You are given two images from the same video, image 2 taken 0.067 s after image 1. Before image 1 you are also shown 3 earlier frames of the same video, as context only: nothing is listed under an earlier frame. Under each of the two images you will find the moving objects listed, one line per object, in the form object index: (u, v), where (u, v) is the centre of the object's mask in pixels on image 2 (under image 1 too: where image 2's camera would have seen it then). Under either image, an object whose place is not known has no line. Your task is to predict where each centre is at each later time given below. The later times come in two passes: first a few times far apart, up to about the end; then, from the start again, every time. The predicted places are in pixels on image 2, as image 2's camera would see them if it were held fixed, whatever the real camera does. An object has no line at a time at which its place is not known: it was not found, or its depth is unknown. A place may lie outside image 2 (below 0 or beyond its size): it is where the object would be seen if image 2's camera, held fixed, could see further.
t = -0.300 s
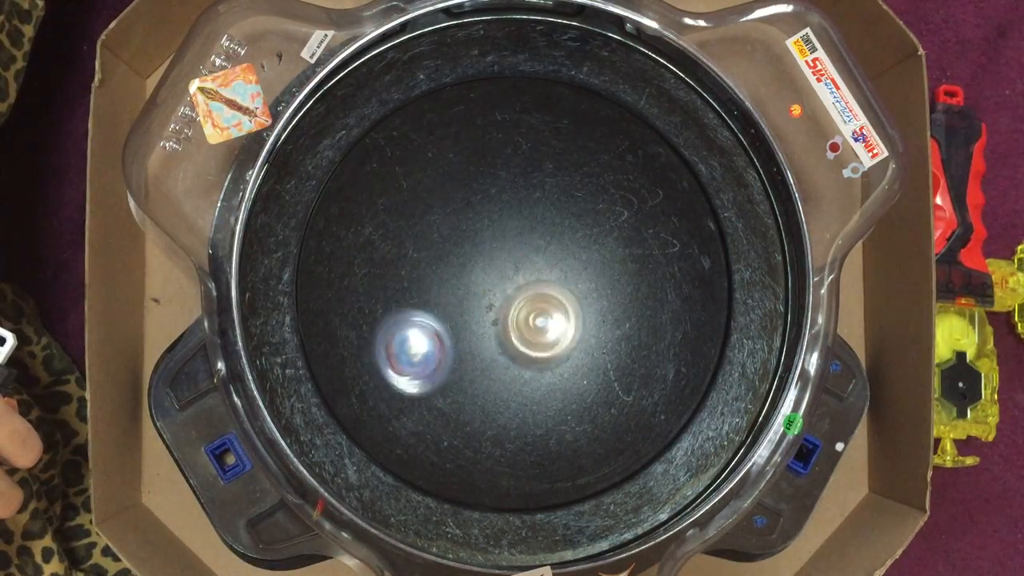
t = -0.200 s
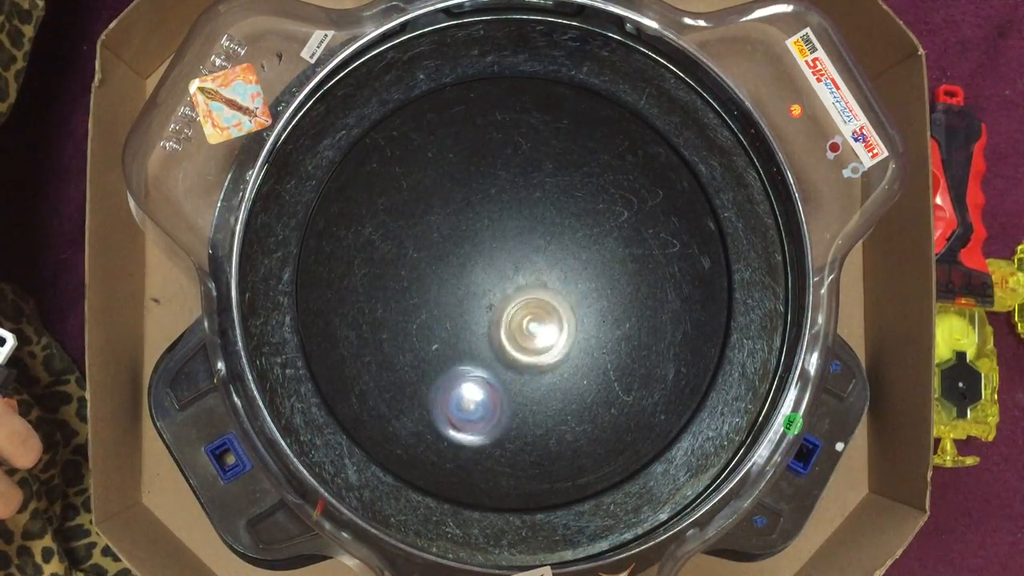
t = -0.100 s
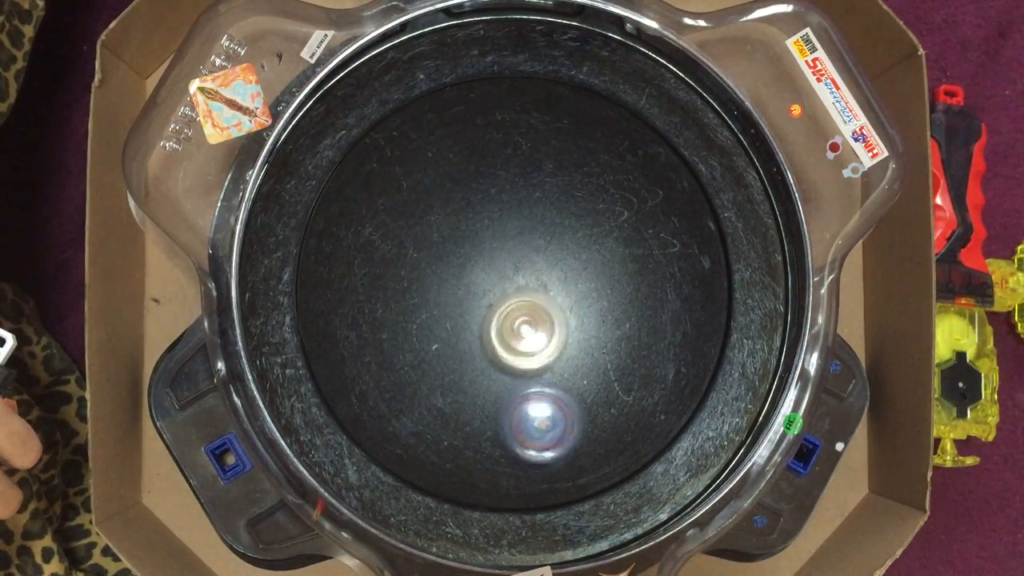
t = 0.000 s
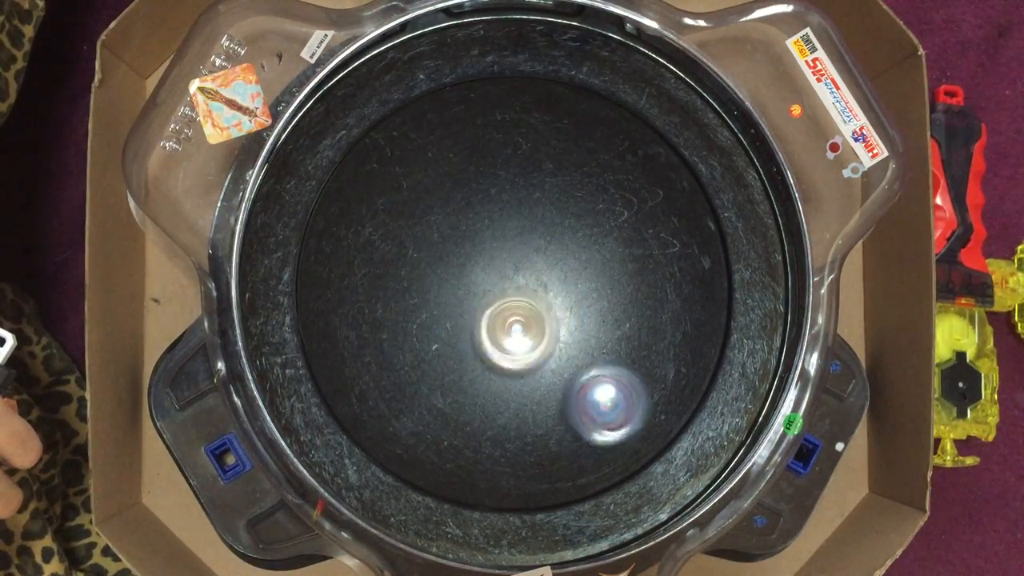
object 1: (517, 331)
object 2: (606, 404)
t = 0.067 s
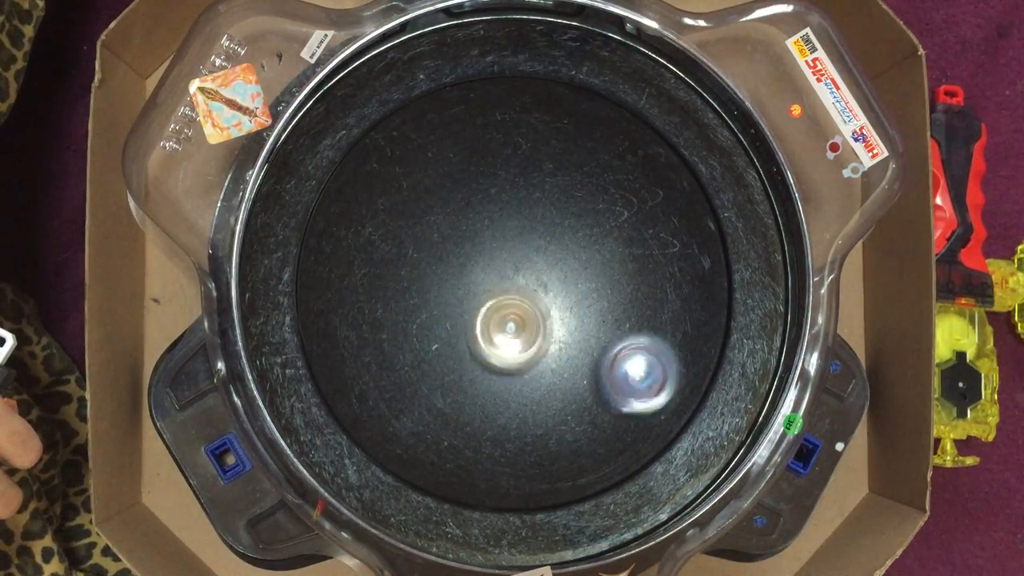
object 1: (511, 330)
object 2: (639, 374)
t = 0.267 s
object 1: (494, 320)
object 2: (648, 245)
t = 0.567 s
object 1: (483, 292)
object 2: (462, 190)
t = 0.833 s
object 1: (530, 323)
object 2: (327, 280)
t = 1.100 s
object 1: (560, 313)
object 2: (406, 382)
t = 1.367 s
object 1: (602, 279)
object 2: (482, 370)
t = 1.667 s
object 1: (614, 235)
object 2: (485, 350)
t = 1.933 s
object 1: (560, 243)
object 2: (506, 324)
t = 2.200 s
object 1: (555, 219)
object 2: (475, 346)
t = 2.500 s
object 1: (527, 222)
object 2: (487, 360)
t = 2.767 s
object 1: (527, 191)
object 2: (485, 389)
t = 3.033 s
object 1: (511, 229)
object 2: (503, 360)
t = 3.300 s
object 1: (532, 198)
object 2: (493, 427)
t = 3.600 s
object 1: (519, 212)
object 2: (521, 396)
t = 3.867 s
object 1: (507, 257)
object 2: (529, 358)
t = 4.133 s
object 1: (488, 241)
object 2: (537, 360)
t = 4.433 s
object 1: (474, 262)
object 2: (545, 347)
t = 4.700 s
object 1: (435, 198)
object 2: (625, 410)
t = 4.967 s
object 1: (475, 222)
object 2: (600, 365)
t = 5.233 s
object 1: (484, 213)
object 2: (550, 358)
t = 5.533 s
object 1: (466, 243)
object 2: (531, 328)
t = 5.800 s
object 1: (423, 203)
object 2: (576, 376)
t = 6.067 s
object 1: (445, 218)
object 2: (578, 357)
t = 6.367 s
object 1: (470, 266)
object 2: (567, 314)
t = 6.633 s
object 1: (428, 272)
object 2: (601, 319)
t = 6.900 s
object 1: (431, 279)
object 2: (576, 300)
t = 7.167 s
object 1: (451, 293)
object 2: (542, 264)
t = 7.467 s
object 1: (469, 322)
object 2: (544, 251)
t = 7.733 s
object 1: (460, 356)
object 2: (563, 240)
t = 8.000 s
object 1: (460, 357)
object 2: (553, 241)
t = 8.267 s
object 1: (475, 347)
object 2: (521, 250)
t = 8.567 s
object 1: (499, 353)
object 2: (527, 248)
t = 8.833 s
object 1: (515, 366)
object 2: (519, 257)
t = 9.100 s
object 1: (510, 373)
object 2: (523, 250)
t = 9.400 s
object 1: (505, 331)
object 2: (581, 301)
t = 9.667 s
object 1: (516, 330)
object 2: (612, 313)
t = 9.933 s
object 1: (521, 329)
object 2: (580, 289)
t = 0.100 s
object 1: (508, 329)
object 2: (651, 355)
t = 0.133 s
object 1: (504, 327)
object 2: (658, 334)
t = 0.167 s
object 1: (502, 326)
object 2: (662, 311)
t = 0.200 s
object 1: (499, 325)
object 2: (662, 289)
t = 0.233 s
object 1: (497, 323)
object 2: (658, 267)
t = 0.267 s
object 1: (494, 320)
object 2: (648, 245)
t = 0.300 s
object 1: (492, 316)
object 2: (636, 226)
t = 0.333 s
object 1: (490, 314)
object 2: (620, 210)
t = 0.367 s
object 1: (487, 311)
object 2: (602, 196)
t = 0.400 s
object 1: (487, 308)
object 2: (580, 185)
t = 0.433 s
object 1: (486, 305)
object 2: (557, 179)
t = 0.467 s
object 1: (484, 303)
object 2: (533, 176)
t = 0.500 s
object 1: (483, 298)
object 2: (509, 177)
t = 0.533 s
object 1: (483, 294)
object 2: (487, 181)
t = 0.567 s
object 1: (483, 292)
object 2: (462, 190)
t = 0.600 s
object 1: (483, 289)
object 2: (441, 204)
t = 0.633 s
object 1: (484, 287)
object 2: (424, 217)
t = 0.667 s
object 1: (495, 300)
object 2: (398, 218)
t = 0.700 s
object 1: (506, 312)
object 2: (375, 222)
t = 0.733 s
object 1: (514, 321)
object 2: (357, 231)
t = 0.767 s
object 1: (520, 323)
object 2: (343, 245)
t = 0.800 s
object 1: (523, 324)
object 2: (334, 261)
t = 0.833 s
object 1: (530, 323)
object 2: (327, 280)
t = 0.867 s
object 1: (534, 323)
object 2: (326, 301)
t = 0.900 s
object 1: (539, 322)
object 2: (328, 321)
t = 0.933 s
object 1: (543, 320)
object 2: (334, 339)
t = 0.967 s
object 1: (546, 318)
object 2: (346, 354)
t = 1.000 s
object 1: (552, 317)
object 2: (359, 366)
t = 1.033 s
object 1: (555, 316)
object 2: (373, 374)
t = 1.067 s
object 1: (559, 314)
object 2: (389, 380)
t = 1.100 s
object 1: (560, 313)
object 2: (406, 382)
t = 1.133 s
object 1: (562, 311)
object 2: (422, 383)
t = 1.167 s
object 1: (563, 310)
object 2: (438, 381)
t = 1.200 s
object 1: (564, 309)
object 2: (455, 379)
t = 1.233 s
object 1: (565, 307)
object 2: (469, 373)
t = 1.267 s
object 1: (566, 303)
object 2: (483, 368)
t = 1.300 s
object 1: (566, 302)
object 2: (497, 362)
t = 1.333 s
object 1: (579, 291)
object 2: (492, 364)
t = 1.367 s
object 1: (602, 279)
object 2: (482, 370)
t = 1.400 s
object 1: (614, 270)
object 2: (473, 371)
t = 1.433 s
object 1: (622, 263)
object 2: (469, 368)
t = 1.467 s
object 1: (625, 257)
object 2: (469, 366)
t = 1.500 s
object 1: (625, 252)
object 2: (471, 363)
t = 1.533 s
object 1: (625, 248)
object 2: (474, 360)
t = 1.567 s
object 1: (623, 243)
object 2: (476, 358)
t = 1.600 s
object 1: (621, 240)
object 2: (479, 356)
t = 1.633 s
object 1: (617, 237)
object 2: (483, 353)
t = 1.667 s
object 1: (614, 235)
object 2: (485, 350)
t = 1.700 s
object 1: (609, 234)
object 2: (488, 347)
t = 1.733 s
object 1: (604, 234)
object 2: (491, 344)
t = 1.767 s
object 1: (598, 233)
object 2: (494, 341)
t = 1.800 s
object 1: (591, 233)
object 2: (497, 338)
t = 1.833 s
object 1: (583, 236)
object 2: (499, 335)
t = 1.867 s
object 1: (575, 238)
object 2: (501, 331)
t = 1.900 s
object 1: (568, 240)
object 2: (503, 327)
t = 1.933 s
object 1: (560, 243)
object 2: (506, 324)
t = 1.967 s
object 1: (553, 245)
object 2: (504, 322)
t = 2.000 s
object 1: (563, 233)
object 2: (492, 334)
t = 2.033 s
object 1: (569, 227)
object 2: (483, 344)
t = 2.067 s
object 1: (569, 223)
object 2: (475, 349)
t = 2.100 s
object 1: (567, 221)
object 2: (471, 350)
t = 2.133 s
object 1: (564, 219)
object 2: (471, 350)
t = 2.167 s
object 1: (560, 219)
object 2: (472, 348)
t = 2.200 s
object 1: (555, 219)
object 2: (475, 346)
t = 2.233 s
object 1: (549, 220)
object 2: (478, 345)
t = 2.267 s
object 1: (544, 222)
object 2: (481, 343)
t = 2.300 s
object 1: (538, 227)
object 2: (483, 342)
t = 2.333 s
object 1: (533, 230)
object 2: (486, 340)
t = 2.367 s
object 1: (527, 234)
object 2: (489, 337)
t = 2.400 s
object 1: (523, 238)
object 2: (491, 335)
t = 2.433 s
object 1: (519, 242)
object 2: (494, 333)
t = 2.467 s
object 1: (519, 243)
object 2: (494, 337)
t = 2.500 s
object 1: (527, 222)
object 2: (487, 360)
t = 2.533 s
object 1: (534, 209)
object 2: (479, 377)
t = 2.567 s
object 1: (537, 201)
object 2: (474, 391)
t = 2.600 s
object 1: (538, 197)
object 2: (473, 394)
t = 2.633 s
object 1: (536, 194)
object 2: (474, 396)
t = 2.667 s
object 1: (534, 191)
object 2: (476, 397)
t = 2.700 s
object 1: (531, 190)
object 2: (479, 395)
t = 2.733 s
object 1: (529, 190)
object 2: (482, 392)
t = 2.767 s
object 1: (527, 191)
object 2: (485, 389)
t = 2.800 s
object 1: (524, 192)
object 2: (487, 386)
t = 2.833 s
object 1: (522, 195)
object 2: (490, 383)
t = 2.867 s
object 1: (520, 198)
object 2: (493, 382)
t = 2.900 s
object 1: (518, 204)
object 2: (494, 378)
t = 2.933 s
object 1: (516, 209)
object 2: (497, 372)
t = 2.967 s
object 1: (514, 216)
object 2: (499, 369)
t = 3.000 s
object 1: (512, 222)
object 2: (502, 365)
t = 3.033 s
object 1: (511, 229)
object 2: (503, 360)
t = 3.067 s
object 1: (510, 237)
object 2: (505, 356)
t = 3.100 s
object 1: (509, 244)
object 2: (507, 352)
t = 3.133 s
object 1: (507, 252)
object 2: (508, 348)
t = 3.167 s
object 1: (510, 251)
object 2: (506, 351)
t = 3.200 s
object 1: (518, 229)
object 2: (501, 382)
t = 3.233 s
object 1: (525, 215)
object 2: (495, 405)
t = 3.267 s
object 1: (530, 202)
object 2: (492, 418)
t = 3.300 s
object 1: (532, 198)
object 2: (493, 427)
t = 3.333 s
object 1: (532, 195)
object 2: (496, 429)
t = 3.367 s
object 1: (531, 194)
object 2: (501, 430)
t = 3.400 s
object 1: (529, 193)
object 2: (505, 428)
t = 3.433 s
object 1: (527, 193)
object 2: (509, 425)
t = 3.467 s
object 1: (526, 195)
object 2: (511, 421)
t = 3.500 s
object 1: (524, 198)
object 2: (514, 414)
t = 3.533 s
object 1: (522, 202)
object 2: (516, 408)
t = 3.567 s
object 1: (520, 207)
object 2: (519, 401)
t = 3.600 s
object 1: (519, 212)
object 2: (521, 396)
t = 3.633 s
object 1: (518, 218)
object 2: (521, 388)
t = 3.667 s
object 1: (516, 225)
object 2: (523, 382)
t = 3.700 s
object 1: (515, 232)
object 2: (524, 376)
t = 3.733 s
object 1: (513, 239)
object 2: (525, 371)
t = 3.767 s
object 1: (511, 246)
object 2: (526, 365)
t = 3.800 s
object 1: (509, 253)
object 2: (528, 359)
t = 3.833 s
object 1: (507, 260)
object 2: (529, 352)
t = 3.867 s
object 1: (507, 257)
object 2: (529, 358)
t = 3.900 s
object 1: (508, 243)
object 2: (532, 369)
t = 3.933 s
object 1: (508, 234)
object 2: (531, 374)
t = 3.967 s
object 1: (506, 233)
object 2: (530, 375)
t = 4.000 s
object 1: (503, 233)
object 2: (530, 373)
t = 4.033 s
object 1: (500, 234)
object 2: (531, 370)
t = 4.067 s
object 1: (496, 236)
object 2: (533, 367)
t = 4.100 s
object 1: (492, 239)
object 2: (534, 364)
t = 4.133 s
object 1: (488, 241)
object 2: (537, 360)
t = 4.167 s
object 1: (486, 244)
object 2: (538, 357)
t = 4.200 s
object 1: (483, 248)
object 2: (539, 354)
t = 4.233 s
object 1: (481, 251)
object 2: (540, 351)
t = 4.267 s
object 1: (479, 255)
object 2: (540, 348)
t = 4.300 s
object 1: (478, 259)
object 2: (540, 345)
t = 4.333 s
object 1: (477, 263)
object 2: (539, 342)
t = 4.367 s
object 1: (476, 266)
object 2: (539, 339)
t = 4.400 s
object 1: (476, 270)
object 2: (539, 336)
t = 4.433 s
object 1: (474, 262)
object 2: (545, 347)
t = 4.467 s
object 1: (458, 239)
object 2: (561, 370)
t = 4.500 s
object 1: (446, 222)
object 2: (574, 391)
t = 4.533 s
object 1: (439, 209)
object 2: (584, 401)
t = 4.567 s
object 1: (435, 202)
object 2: (594, 410)
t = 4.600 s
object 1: (433, 201)
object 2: (604, 412)
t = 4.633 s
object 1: (432, 199)
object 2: (612, 413)
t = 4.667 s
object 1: (433, 198)
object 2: (621, 412)
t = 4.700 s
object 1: (435, 198)
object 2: (625, 410)
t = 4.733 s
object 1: (438, 199)
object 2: (627, 408)
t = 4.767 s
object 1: (441, 201)
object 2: (626, 403)
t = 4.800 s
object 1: (446, 202)
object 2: (625, 398)
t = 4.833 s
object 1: (451, 205)
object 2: (620, 392)
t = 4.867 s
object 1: (458, 208)
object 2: (616, 386)
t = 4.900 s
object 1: (463, 211)
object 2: (612, 379)
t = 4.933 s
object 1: (470, 216)
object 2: (605, 372)
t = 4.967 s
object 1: (475, 222)
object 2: (600, 365)
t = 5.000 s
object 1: (480, 227)
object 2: (593, 357)
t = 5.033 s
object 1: (486, 234)
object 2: (587, 352)
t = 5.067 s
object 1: (491, 240)
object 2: (577, 342)
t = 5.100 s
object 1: (495, 246)
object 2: (568, 333)
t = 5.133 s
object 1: (497, 253)
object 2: (558, 325)
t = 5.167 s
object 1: (492, 239)
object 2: (552, 338)
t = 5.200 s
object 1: (488, 224)
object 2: (552, 351)
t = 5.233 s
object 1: (484, 213)
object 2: (550, 358)
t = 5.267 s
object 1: (483, 207)
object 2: (546, 360)
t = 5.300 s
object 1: (483, 207)
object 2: (544, 359)
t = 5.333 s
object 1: (480, 213)
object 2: (543, 356)
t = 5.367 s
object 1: (478, 216)
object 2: (542, 354)
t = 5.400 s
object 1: (474, 221)
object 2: (541, 351)
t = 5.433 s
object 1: (472, 227)
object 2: (541, 348)
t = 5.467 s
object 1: (469, 233)
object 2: (538, 343)
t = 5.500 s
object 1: (468, 238)
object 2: (535, 337)
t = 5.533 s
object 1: (466, 243)
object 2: (531, 328)
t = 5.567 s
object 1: (464, 250)
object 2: (527, 320)
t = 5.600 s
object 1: (461, 247)
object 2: (527, 321)
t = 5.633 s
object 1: (444, 227)
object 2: (540, 340)
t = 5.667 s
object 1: (435, 215)
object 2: (551, 355)
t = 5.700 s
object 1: (428, 206)
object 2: (558, 367)
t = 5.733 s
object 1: (426, 203)
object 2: (563, 374)
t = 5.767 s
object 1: (424, 203)
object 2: (569, 376)
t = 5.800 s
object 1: (423, 203)
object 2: (576, 376)
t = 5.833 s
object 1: (422, 203)
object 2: (579, 376)
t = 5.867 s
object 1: (423, 205)
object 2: (580, 375)
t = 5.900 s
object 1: (425, 206)
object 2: (582, 374)
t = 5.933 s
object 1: (428, 206)
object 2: (582, 372)
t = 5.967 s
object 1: (431, 208)
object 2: (579, 367)
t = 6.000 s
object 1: (435, 211)
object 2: (579, 364)
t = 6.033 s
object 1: (441, 213)
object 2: (579, 361)
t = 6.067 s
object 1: (445, 218)
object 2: (578, 357)
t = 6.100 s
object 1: (449, 222)
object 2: (577, 353)
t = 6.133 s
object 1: (455, 228)
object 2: (577, 351)
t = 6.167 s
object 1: (459, 233)
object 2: (576, 347)
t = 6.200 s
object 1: (464, 240)
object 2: (573, 342)
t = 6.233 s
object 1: (467, 247)
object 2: (571, 337)
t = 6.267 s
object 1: (472, 254)
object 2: (566, 328)
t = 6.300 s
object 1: (474, 261)
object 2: (563, 320)
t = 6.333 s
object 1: (477, 269)
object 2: (556, 310)
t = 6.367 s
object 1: (470, 266)
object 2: (567, 314)
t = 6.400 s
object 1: (452, 259)
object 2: (580, 320)
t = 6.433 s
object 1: (445, 254)
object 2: (590, 324)
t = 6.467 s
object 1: (440, 255)
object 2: (596, 325)
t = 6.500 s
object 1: (438, 258)
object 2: (599, 323)
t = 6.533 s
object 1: (435, 263)
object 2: (603, 323)
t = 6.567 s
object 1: (432, 266)
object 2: (604, 322)
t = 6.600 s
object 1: (430, 269)
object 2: (601, 321)
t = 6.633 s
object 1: (428, 272)
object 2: (601, 319)
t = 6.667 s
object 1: (426, 273)
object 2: (600, 315)
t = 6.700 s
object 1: (425, 275)
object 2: (599, 314)
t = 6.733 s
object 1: (424, 276)
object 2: (599, 312)
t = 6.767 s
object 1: (424, 277)
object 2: (596, 310)
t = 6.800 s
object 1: (425, 277)
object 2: (594, 308)
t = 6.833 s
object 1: (426, 277)
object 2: (590, 306)
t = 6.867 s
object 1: (428, 278)
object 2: (584, 303)
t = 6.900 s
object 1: (431, 279)
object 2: (576, 300)
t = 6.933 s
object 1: (435, 279)
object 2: (567, 295)
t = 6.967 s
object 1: (439, 281)
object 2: (558, 293)
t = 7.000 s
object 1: (443, 283)
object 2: (551, 287)
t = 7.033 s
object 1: (449, 285)
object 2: (545, 282)
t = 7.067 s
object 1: (451, 287)
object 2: (539, 278)
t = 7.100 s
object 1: (450, 288)
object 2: (540, 272)
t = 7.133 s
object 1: (453, 290)
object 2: (540, 268)
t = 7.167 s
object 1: (451, 293)
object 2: (542, 264)
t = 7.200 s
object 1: (450, 296)
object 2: (544, 259)
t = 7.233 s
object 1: (453, 299)
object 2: (545, 254)
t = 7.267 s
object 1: (454, 303)
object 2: (546, 253)
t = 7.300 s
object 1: (456, 307)
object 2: (548, 252)
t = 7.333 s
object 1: (459, 310)
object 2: (548, 252)
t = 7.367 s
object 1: (460, 313)
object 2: (548, 251)
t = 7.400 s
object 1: (463, 317)
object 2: (546, 251)
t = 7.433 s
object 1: (467, 319)
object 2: (543, 252)
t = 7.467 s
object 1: (469, 322)
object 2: (544, 251)
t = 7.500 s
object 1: (471, 325)
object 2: (542, 250)
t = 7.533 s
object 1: (476, 327)
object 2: (541, 253)
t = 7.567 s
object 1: (478, 329)
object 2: (539, 253)
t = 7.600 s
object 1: (482, 331)
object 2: (536, 257)
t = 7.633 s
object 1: (485, 333)
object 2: (533, 260)
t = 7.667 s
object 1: (475, 344)
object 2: (545, 253)
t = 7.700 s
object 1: (464, 353)
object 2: (556, 244)
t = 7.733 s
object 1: (460, 356)
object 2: (563, 240)
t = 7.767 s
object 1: (459, 358)
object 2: (566, 238)
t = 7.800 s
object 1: (461, 360)
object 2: (566, 238)
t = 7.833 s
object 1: (460, 361)
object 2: (565, 238)
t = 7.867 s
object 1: (460, 362)
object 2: (561, 238)
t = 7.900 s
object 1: (459, 362)
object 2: (558, 237)
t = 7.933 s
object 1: (458, 361)
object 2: (557, 237)
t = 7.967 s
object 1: (458, 360)
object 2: (556, 238)
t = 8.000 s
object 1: (460, 357)
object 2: (553, 241)
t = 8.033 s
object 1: (461, 354)
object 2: (549, 244)
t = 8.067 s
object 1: (464, 352)
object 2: (543, 249)
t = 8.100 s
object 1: (467, 348)
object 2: (538, 251)
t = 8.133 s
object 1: (471, 346)
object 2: (531, 254)
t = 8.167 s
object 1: (476, 342)
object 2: (524, 257)
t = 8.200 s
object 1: (481, 340)
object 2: (518, 259)
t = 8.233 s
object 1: (483, 342)
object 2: (515, 258)
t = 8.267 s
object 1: (475, 347)
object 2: (521, 250)
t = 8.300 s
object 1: (472, 350)
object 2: (526, 246)
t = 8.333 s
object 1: (472, 349)
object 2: (528, 245)
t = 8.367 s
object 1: (475, 349)
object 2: (527, 246)
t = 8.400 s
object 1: (481, 350)
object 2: (525, 246)
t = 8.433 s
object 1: (485, 352)
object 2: (524, 244)
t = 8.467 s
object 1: (489, 352)
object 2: (526, 243)
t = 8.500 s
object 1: (492, 353)
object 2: (527, 245)
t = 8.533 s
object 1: (497, 354)
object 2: (527, 247)
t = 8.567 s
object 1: (499, 353)
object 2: (527, 248)
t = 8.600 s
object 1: (503, 354)
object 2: (528, 252)
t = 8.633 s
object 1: (507, 353)
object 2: (526, 257)
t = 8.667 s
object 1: (509, 354)
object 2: (525, 262)
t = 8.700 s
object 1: (512, 353)
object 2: (521, 267)
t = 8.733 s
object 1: (513, 355)
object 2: (520, 265)
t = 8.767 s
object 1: (516, 355)
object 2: (519, 268)
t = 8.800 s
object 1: (519, 356)
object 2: (517, 268)
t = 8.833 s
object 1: (515, 366)
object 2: (519, 257)
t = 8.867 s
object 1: (512, 375)
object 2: (522, 244)
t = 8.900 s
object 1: (508, 377)
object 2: (526, 235)
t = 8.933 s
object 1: (507, 377)
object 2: (527, 233)
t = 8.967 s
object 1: (507, 377)
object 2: (527, 234)
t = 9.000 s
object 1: (508, 376)
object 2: (527, 237)
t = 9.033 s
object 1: (509, 376)
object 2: (525, 241)
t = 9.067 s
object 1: (509, 375)
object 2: (523, 246)
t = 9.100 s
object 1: (510, 373)
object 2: (523, 250)
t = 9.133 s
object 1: (511, 370)
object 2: (522, 255)
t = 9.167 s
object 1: (511, 366)
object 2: (523, 260)
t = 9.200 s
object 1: (512, 360)
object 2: (524, 267)
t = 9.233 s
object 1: (514, 352)
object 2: (526, 275)
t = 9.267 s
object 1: (512, 346)
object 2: (535, 284)
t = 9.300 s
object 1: (510, 340)
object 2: (544, 288)
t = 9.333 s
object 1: (505, 339)
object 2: (558, 293)
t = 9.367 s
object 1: (504, 337)
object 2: (572, 297)
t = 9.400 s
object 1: (505, 331)
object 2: (581, 301)
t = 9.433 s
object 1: (508, 330)
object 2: (591, 305)
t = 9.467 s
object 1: (510, 331)
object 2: (598, 311)
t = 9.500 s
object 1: (511, 334)
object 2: (604, 312)
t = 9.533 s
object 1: (511, 335)
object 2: (609, 314)
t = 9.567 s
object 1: (512, 334)
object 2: (612, 315)
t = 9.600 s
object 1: (512, 332)
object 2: (613, 315)
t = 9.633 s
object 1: (514, 329)
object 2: (613, 313)
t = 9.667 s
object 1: (516, 330)
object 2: (612, 313)
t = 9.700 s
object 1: (518, 330)
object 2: (609, 313)
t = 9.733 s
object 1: (520, 332)
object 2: (605, 312)
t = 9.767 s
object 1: (520, 330)
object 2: (599, 309)
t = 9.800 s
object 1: (520, 330)
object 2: (594, 306)
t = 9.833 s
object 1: (522, 331)
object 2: (588, 301)
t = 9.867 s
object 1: (524, 331)
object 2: (583, 297)
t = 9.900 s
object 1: (525, 332)
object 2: (582, 290)
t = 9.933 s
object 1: (521, 329)
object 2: (580, 289)
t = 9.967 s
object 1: (520, 326)
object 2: (579, 285)
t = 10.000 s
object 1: (521, 325)
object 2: (578, 282)
